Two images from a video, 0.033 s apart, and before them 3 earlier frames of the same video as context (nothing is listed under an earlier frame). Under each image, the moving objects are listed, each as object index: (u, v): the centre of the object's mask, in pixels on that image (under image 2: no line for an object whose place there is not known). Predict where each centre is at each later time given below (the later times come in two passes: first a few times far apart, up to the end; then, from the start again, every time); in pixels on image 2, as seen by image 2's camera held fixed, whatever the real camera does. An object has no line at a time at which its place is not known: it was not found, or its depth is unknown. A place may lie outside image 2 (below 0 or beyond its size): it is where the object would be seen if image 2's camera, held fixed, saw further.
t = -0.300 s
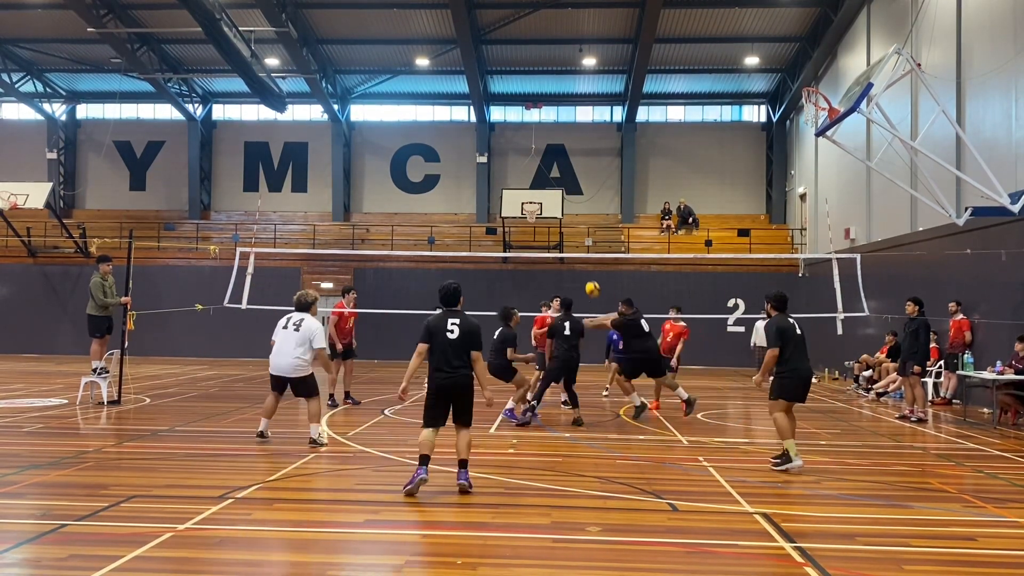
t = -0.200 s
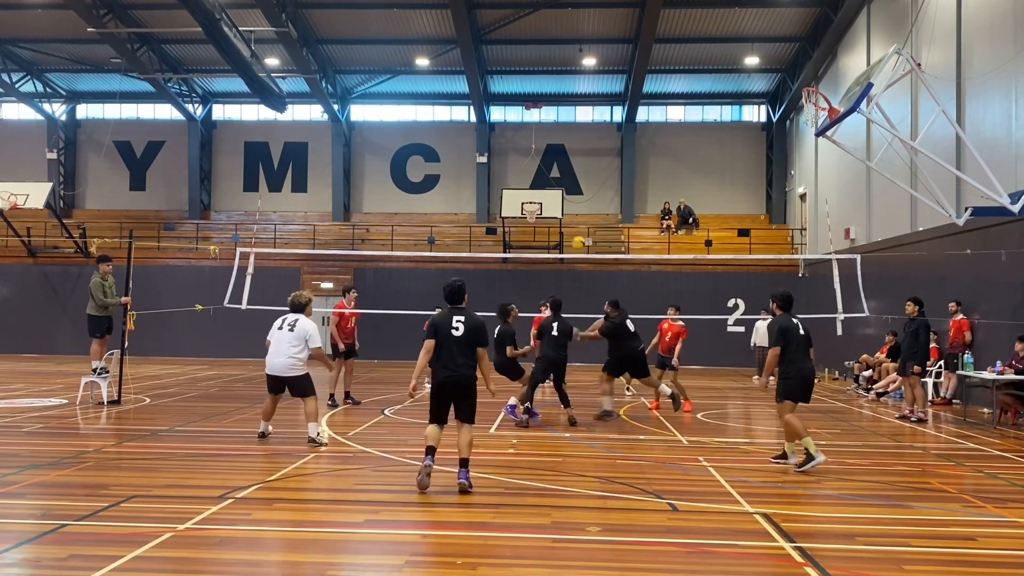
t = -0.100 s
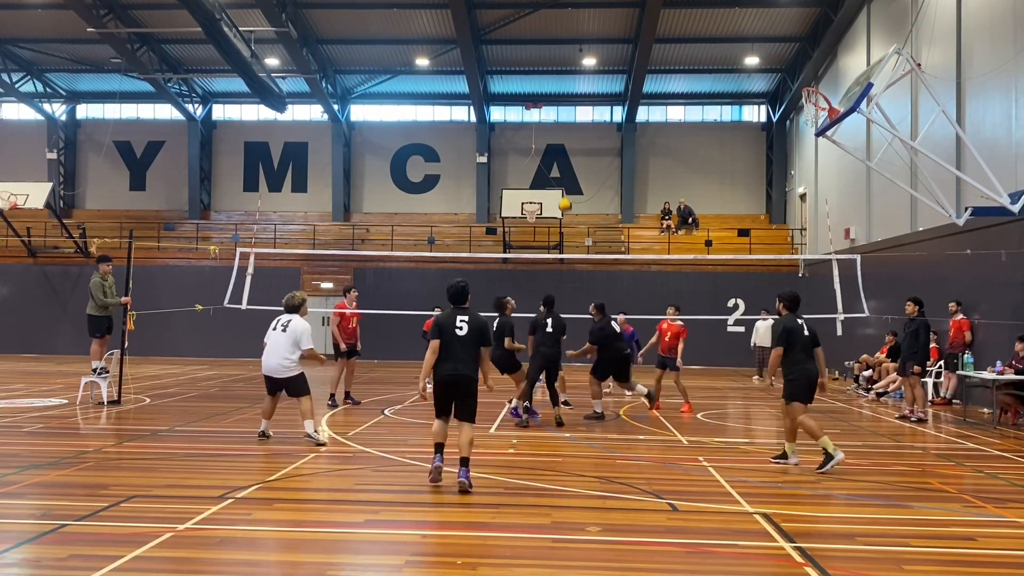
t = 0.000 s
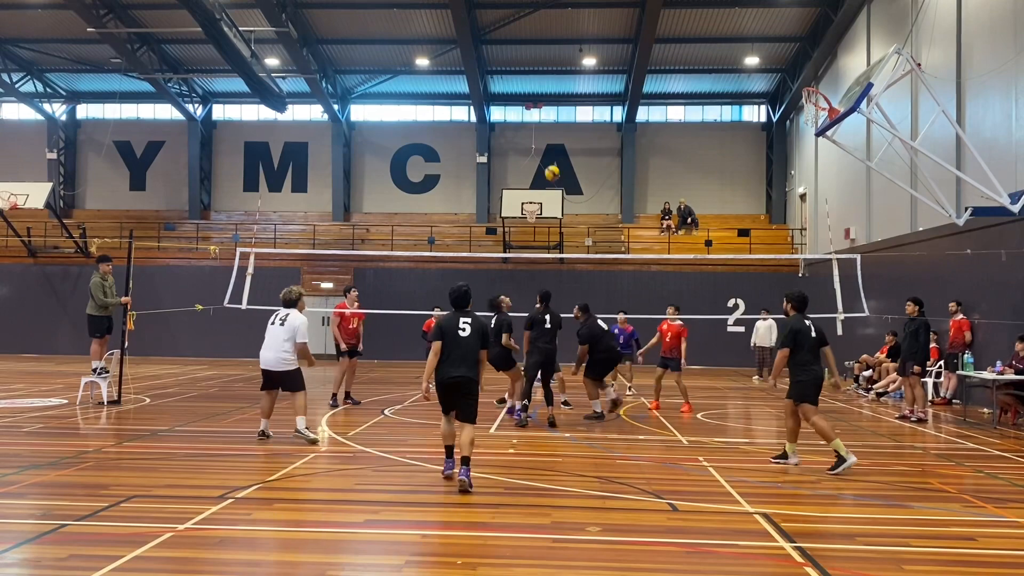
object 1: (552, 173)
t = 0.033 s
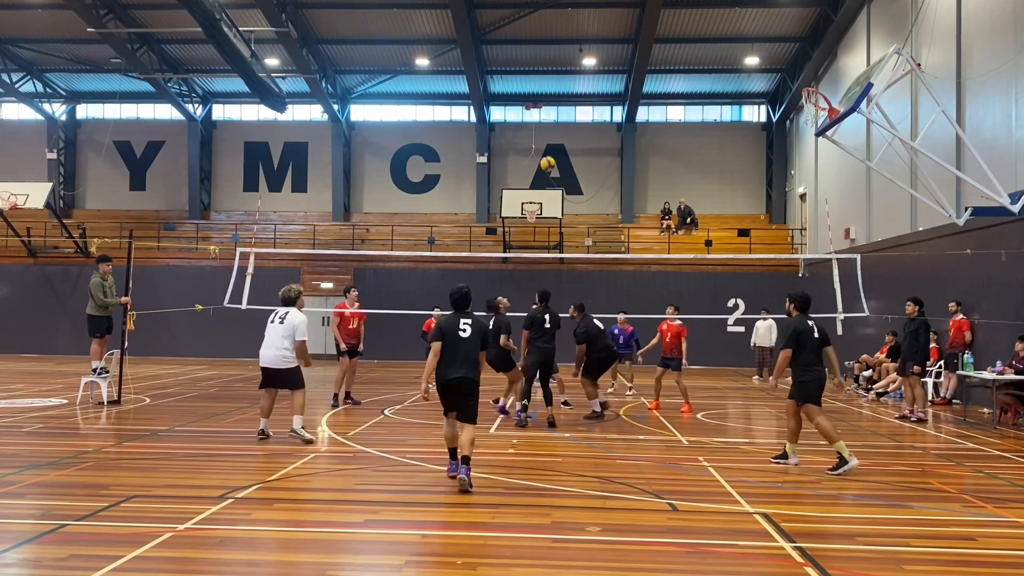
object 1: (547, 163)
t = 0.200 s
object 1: (526, 128)
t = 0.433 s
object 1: (498, 108)
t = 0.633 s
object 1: (471, 120)
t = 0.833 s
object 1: (442, 159)
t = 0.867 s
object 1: (437, 168)
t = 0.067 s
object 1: (543, 155)
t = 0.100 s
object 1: (539, 147)
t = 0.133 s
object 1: (535, 141)
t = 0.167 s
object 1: (530, 133)
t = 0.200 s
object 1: (526, 128)
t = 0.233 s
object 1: (522, 124)
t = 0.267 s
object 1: (518, 120)
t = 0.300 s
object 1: (513, 116)
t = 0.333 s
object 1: (509, 112)
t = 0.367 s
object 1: (506, 111)
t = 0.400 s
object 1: (502, 109)
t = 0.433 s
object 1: (498, 108)
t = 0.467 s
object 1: (493, 108)
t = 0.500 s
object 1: (488, 109)
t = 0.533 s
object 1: (484, 111)
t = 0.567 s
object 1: (480, 113)
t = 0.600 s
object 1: (475, 115)
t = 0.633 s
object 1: (471, 120)
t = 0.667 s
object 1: (466, 125)
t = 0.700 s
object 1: (461, 129)
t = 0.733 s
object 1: (456, 135)
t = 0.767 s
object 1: (451, 142)
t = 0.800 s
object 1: (447, 150)
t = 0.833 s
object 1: (442, 159)
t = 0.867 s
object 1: (437, 168)
